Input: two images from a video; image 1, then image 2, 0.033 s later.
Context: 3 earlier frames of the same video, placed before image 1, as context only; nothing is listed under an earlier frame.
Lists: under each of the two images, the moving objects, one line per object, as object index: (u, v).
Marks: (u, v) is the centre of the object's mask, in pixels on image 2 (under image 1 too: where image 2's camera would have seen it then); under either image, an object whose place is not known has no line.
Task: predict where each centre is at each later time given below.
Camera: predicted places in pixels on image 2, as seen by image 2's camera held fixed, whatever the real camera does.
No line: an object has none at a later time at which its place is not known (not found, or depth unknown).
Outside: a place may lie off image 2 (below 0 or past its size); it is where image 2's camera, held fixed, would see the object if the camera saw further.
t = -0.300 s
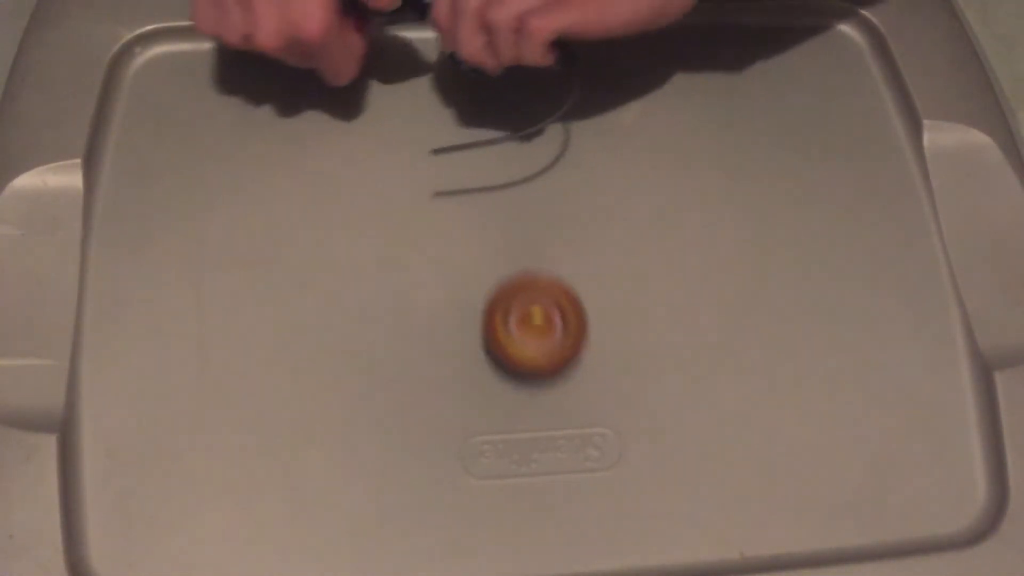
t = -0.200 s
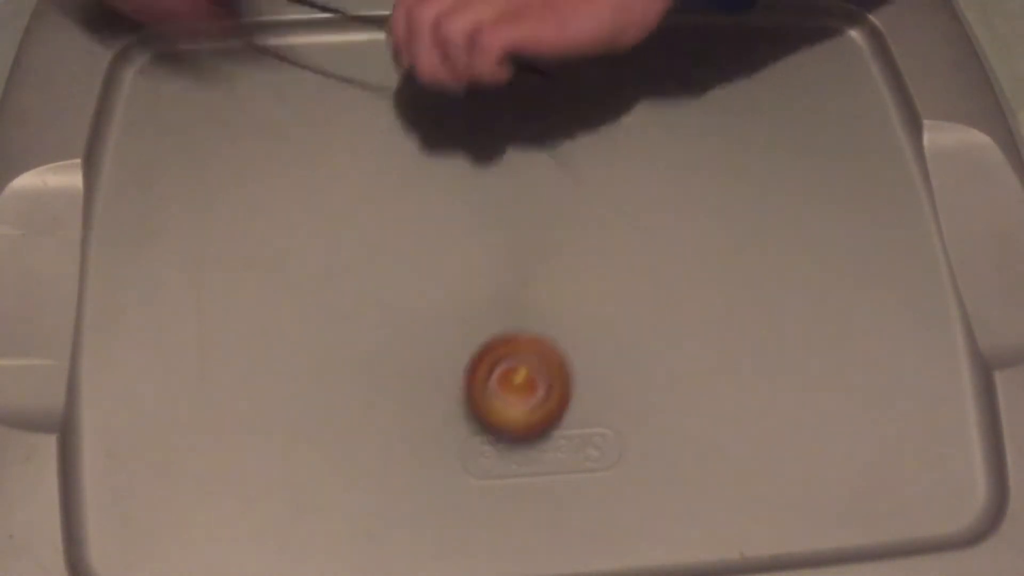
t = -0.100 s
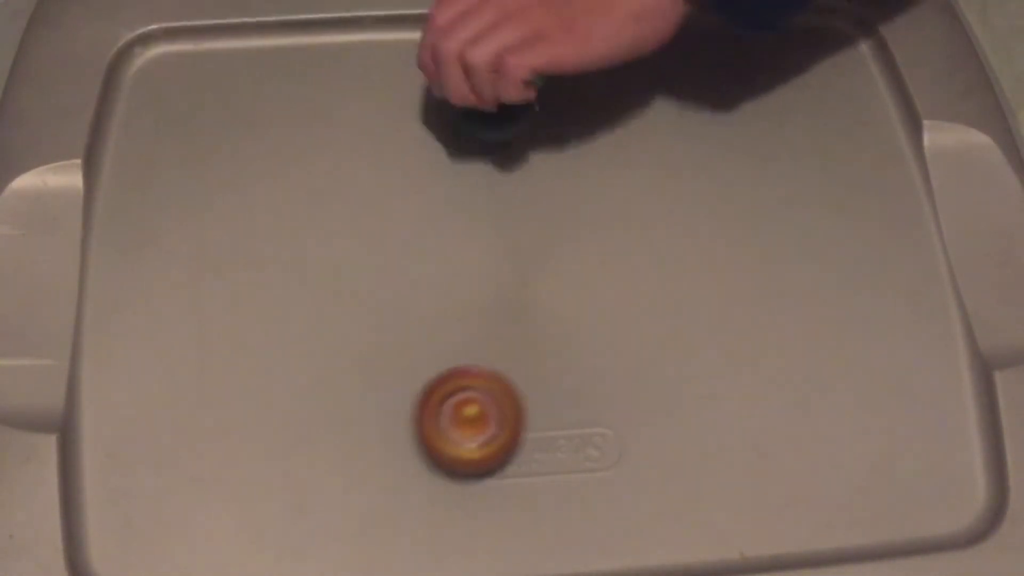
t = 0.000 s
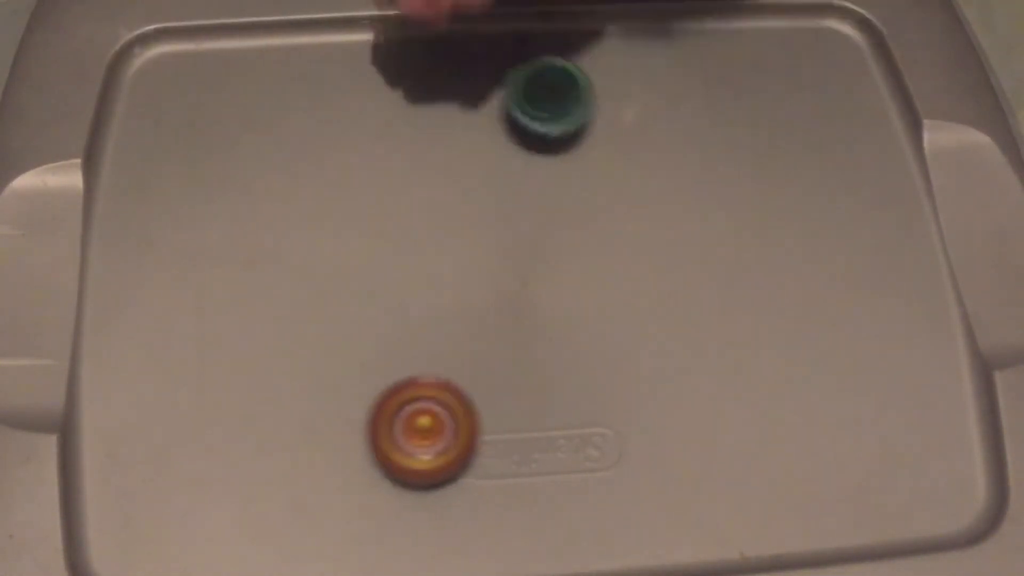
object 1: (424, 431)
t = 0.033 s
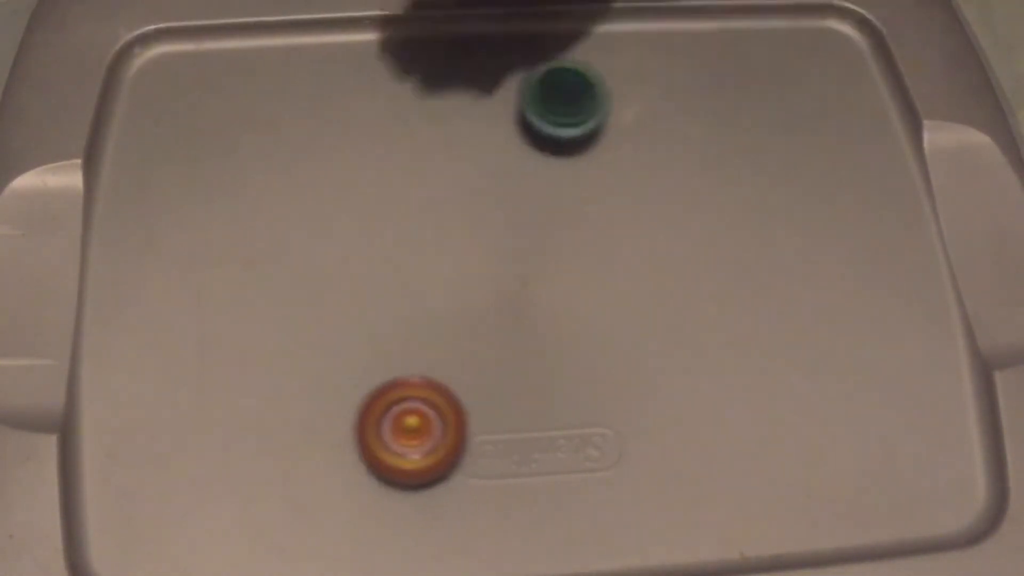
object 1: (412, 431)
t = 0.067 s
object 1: (403, 429)
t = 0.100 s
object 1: (394, 426)
